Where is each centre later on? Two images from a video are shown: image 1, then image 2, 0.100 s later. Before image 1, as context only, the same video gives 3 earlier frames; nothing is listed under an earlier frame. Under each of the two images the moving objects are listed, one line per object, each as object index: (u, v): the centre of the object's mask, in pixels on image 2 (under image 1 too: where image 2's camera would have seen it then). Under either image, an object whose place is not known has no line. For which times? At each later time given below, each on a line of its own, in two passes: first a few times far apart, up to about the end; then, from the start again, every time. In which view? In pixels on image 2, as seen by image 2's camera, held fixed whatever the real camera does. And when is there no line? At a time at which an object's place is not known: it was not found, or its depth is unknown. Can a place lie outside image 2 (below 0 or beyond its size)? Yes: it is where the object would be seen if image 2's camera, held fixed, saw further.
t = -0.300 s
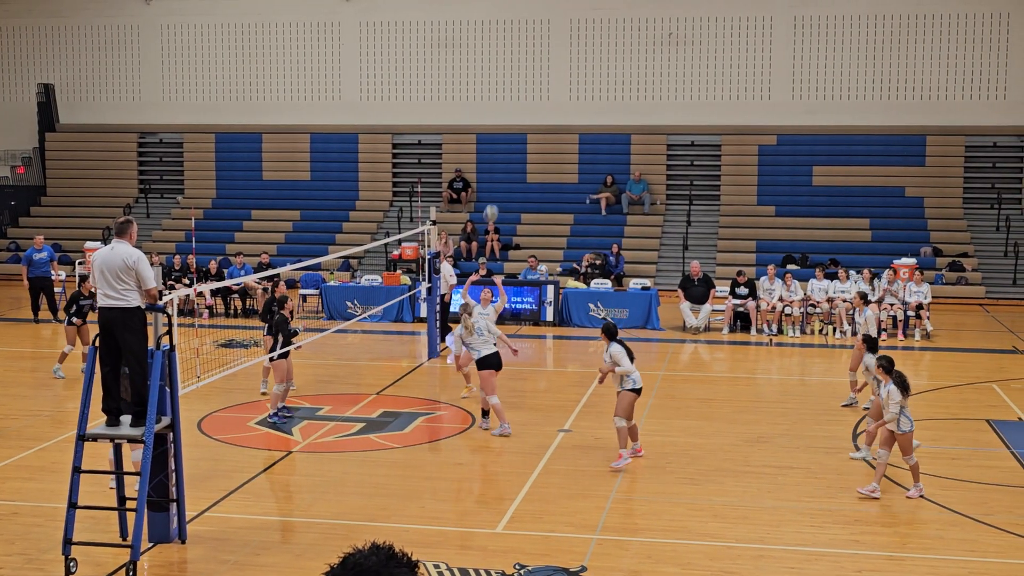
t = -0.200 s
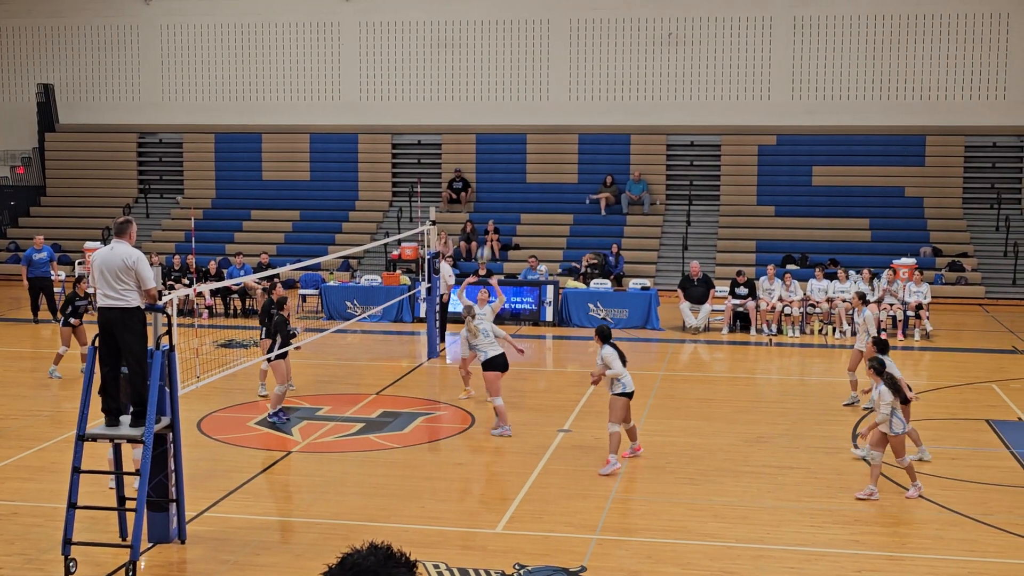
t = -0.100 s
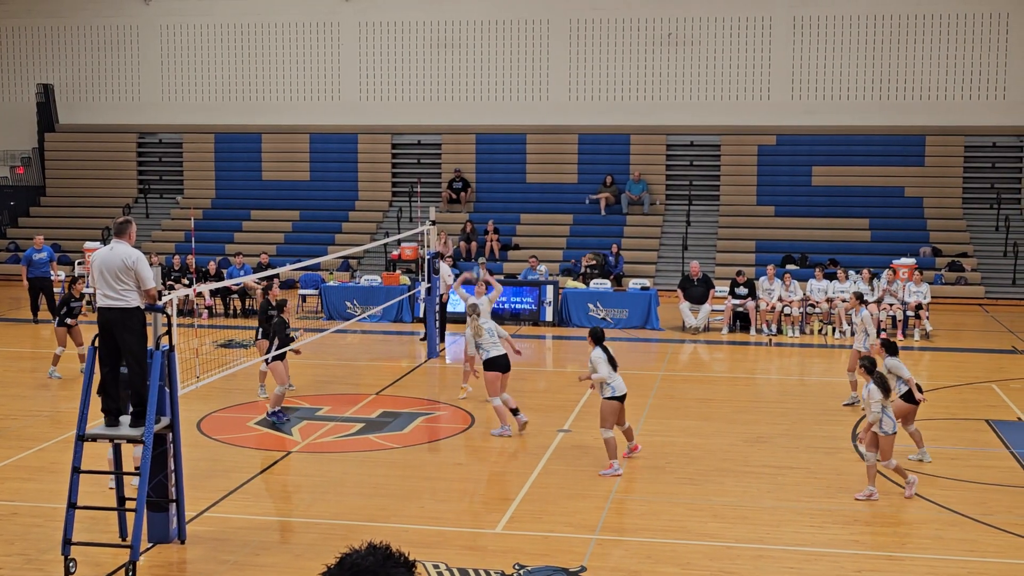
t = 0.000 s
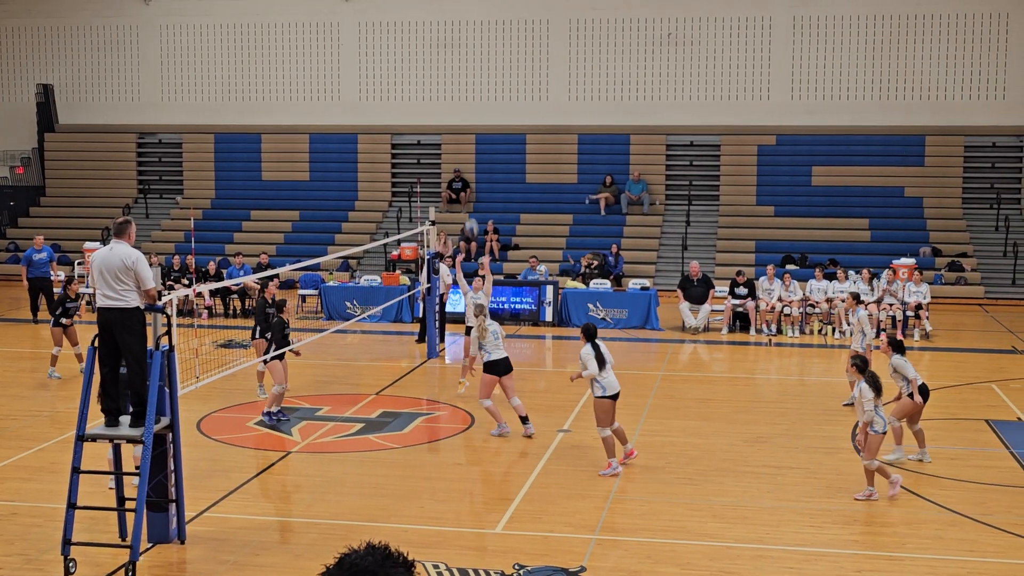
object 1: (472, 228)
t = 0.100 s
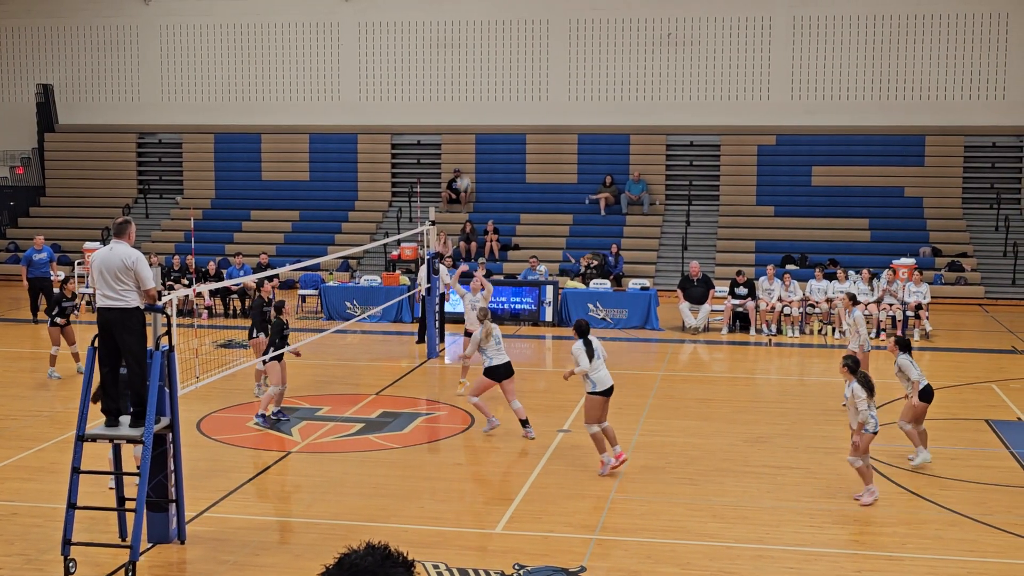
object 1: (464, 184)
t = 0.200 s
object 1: (457, 148)
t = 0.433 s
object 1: (440, 90)
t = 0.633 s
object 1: (426, 72)
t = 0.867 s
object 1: (408, 88)
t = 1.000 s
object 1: (398, 114)
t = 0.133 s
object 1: (461, 171)
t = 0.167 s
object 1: (459, 159)
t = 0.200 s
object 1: (457, 148)
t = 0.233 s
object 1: (455, 137)
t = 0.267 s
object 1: (452, 128)
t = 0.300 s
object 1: (450, 119)
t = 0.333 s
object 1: (448, 111)
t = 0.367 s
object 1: (445, 103)
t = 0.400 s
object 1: (442, 97)
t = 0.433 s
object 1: (440, 90)
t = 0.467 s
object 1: (438, 86)
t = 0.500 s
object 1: (435, 81)
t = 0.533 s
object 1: (433, 77)
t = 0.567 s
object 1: (430, 75)
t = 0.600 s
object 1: (428, 73)
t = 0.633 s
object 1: (426, 72)
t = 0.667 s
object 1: (423, 72)
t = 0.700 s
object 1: (421, 72)
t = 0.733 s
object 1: (418, 74)
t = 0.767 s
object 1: (416, 76)
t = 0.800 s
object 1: (413, 79)
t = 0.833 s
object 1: (410, 83)
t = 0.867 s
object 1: (408, 88)
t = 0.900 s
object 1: (405, 93)
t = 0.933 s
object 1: (403, 99)
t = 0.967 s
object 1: (401, 106)
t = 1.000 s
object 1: (398, 114)
